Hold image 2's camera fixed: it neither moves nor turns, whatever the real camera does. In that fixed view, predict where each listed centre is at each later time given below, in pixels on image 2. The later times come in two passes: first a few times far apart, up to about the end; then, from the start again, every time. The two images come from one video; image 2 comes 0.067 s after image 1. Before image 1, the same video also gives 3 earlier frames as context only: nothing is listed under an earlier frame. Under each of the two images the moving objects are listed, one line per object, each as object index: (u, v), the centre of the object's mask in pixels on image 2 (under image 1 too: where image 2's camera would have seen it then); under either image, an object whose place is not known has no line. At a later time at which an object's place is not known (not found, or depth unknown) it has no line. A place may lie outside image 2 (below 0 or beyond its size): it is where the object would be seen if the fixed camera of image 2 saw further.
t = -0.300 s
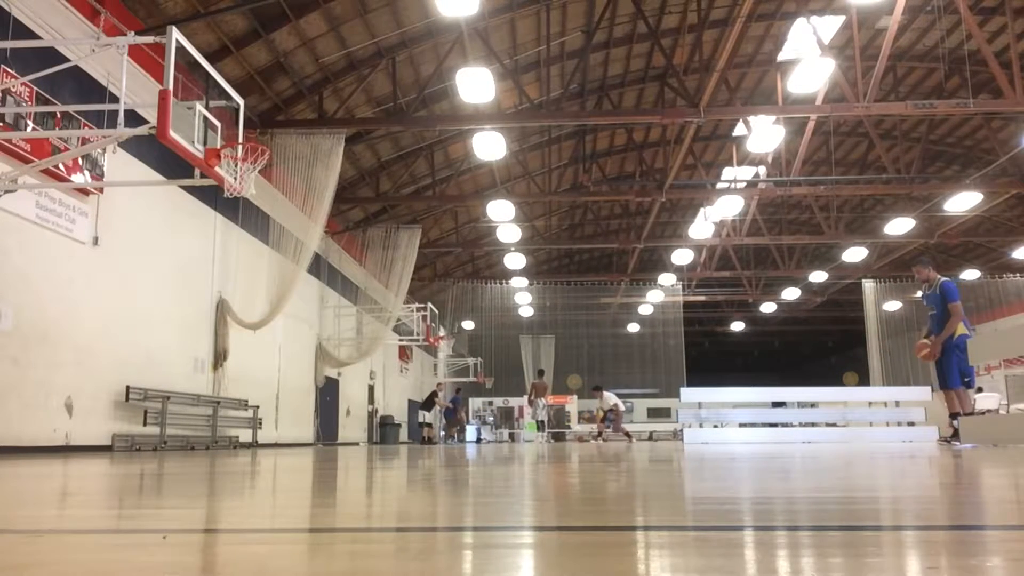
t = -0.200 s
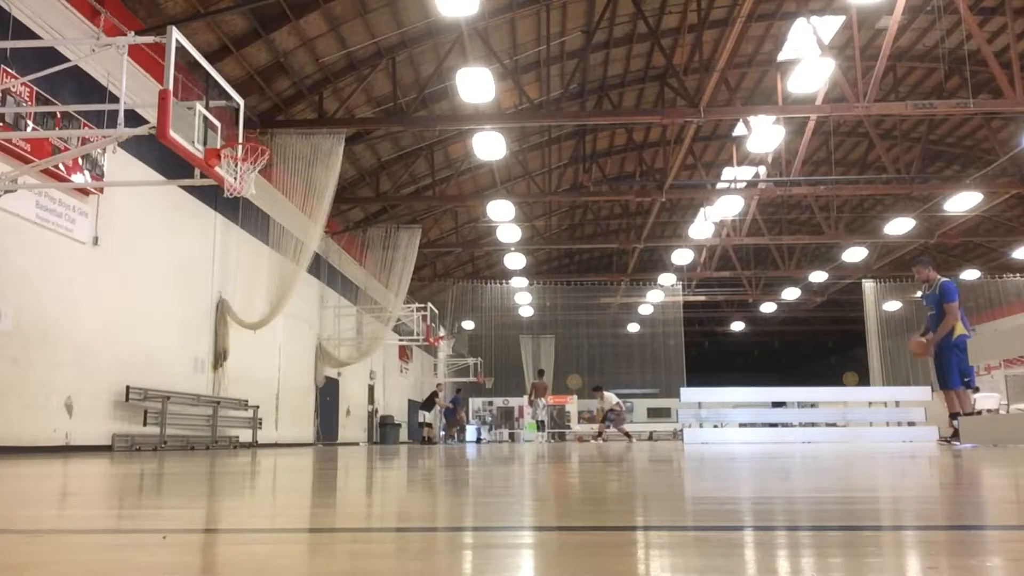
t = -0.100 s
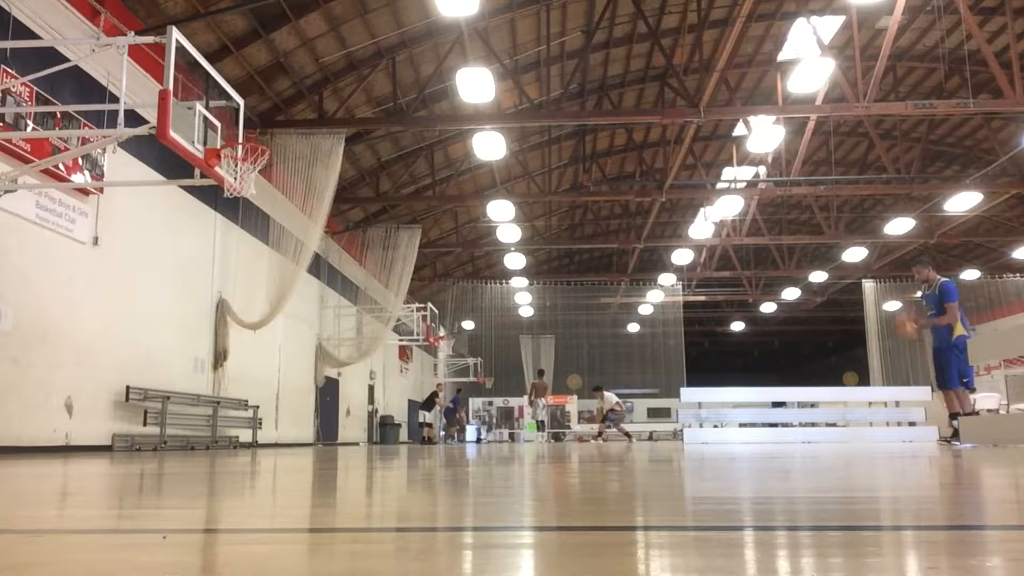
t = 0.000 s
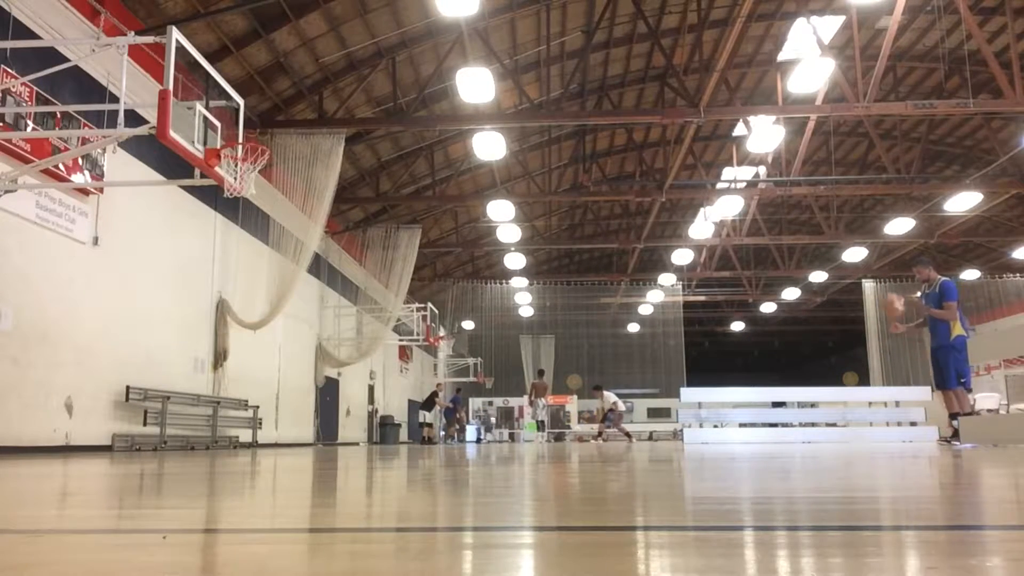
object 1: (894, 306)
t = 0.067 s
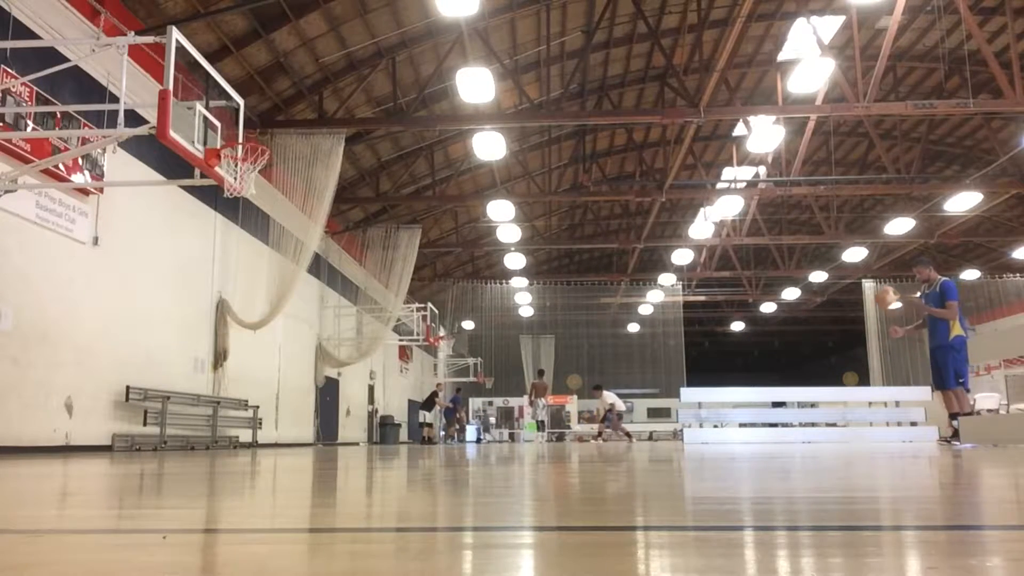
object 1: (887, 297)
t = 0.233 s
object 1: (870, 296)
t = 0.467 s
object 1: (849, 333)
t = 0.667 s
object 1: (834, 405)
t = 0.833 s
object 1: (840, 397)
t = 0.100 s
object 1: (883, 294)
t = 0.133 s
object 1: (879, 293)
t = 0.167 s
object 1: (876, 293)
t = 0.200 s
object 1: (872, 294)
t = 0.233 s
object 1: (870, 296)
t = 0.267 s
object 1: (866, 298)
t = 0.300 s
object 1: (862, 302)
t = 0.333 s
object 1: (859, 305)
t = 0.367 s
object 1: (857, 311)
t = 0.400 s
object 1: (854, 317)
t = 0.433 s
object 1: (852, 325)
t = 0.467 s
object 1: (849, 333)
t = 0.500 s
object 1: (847, 342)
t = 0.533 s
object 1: (844, 353)
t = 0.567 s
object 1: (842, 362)
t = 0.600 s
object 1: (838, 374)
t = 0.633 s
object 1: (837, 389)
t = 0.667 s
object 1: (834, 405)
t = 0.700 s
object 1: (833, 420)
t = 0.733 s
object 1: (831, 432)
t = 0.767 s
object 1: (834, 422)
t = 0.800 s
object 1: (836, 410)
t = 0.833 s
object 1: (840, 397)
